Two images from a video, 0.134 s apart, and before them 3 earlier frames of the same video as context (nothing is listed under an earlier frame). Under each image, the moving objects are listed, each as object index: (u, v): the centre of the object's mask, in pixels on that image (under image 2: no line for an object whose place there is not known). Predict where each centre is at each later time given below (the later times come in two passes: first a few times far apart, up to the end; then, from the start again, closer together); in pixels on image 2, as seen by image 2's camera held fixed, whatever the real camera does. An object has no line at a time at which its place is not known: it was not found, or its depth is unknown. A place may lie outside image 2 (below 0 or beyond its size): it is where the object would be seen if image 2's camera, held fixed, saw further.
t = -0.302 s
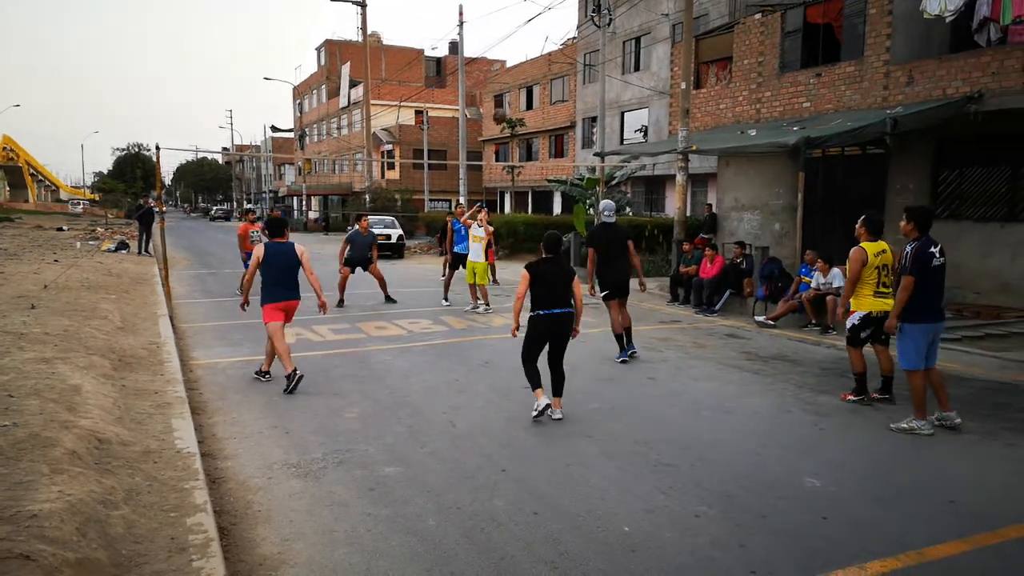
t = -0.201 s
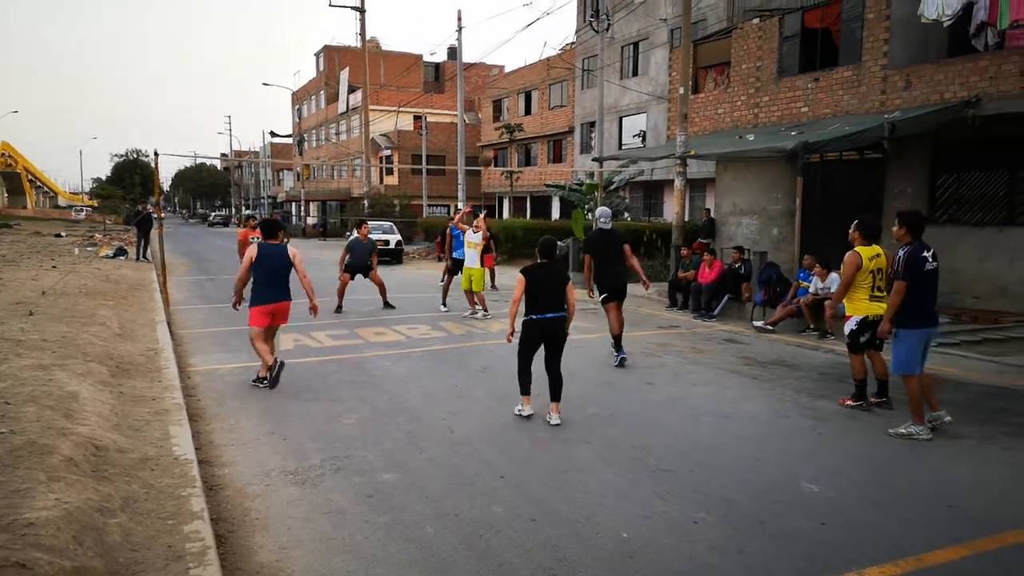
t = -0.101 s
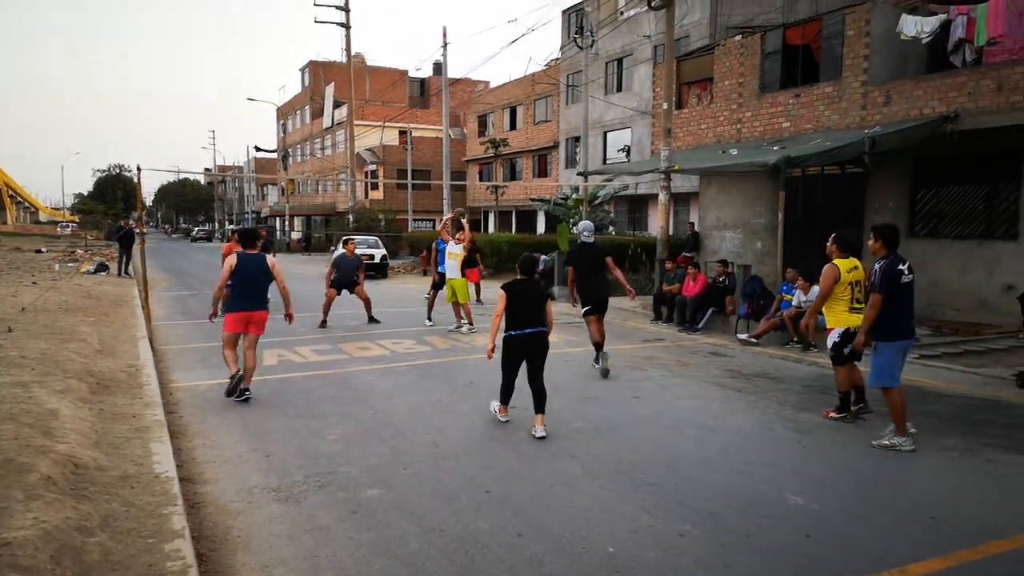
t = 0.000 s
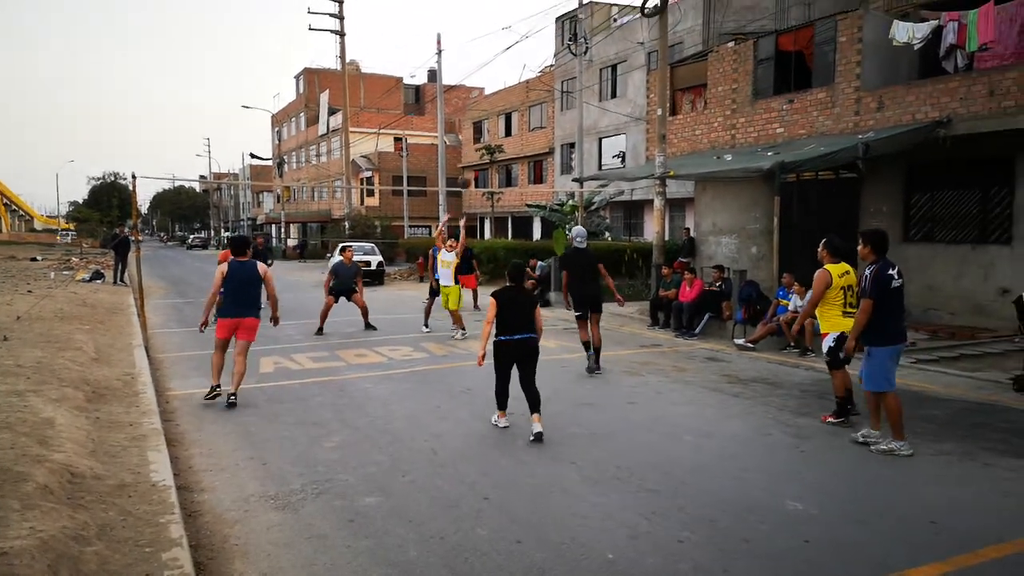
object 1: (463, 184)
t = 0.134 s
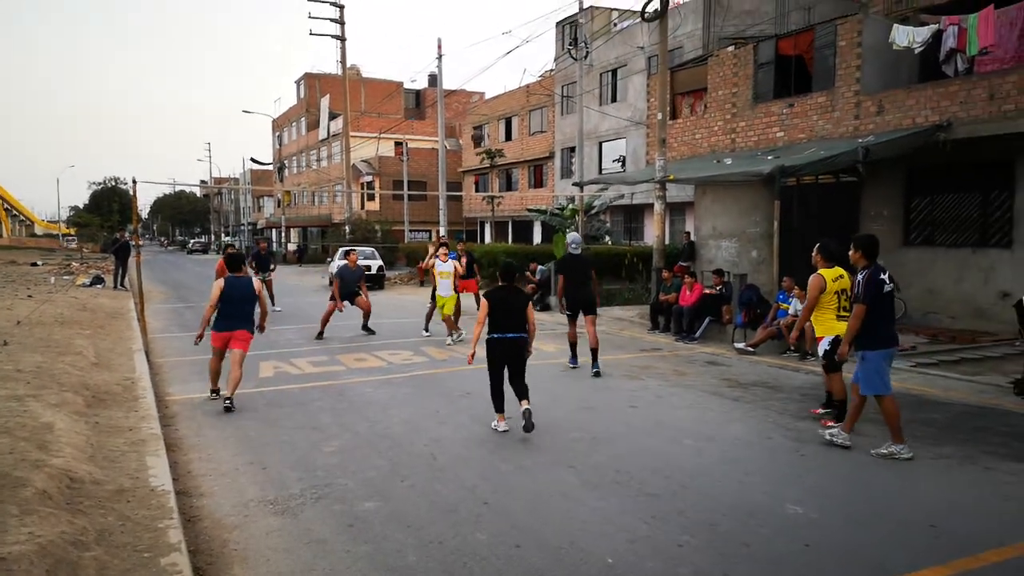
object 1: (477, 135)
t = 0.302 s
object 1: (494, 92)
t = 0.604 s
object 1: (523, 56)
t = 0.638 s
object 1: (527, 55)
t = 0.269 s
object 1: (490, 100)
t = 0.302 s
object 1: (494, 92)
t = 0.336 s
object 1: (497, 84)
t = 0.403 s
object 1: (504, 73)
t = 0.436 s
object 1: (507, 68)
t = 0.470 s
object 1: (510, 64)
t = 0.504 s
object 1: (514, 61)
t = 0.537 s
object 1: (517, 58)
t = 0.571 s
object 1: (520, 57)
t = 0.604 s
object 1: (523, 56)
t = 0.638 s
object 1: (527, 55)
